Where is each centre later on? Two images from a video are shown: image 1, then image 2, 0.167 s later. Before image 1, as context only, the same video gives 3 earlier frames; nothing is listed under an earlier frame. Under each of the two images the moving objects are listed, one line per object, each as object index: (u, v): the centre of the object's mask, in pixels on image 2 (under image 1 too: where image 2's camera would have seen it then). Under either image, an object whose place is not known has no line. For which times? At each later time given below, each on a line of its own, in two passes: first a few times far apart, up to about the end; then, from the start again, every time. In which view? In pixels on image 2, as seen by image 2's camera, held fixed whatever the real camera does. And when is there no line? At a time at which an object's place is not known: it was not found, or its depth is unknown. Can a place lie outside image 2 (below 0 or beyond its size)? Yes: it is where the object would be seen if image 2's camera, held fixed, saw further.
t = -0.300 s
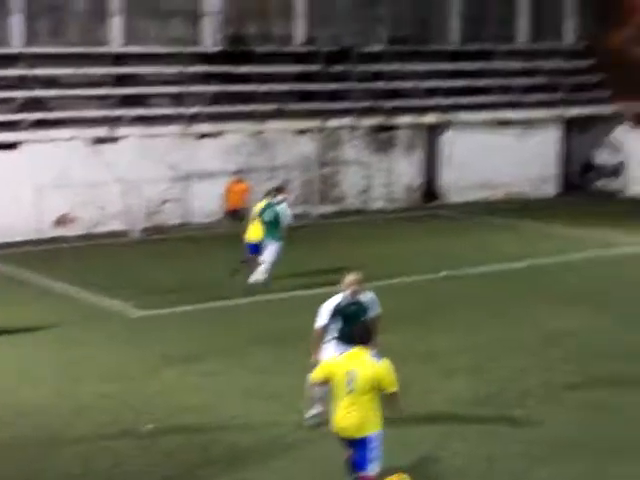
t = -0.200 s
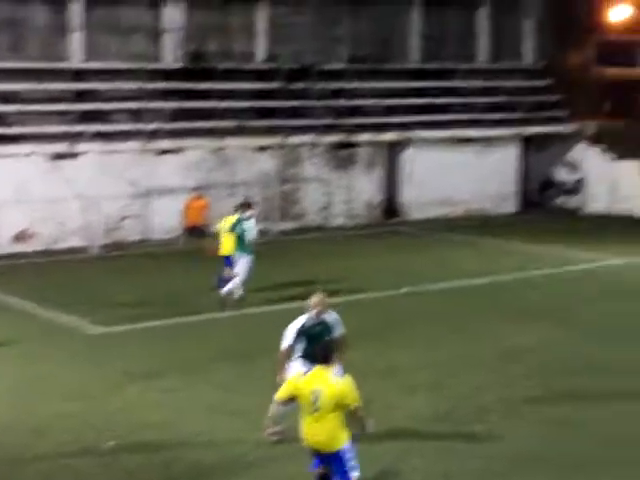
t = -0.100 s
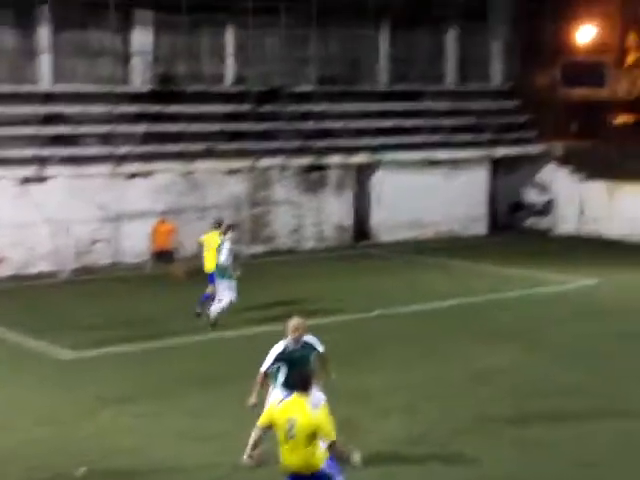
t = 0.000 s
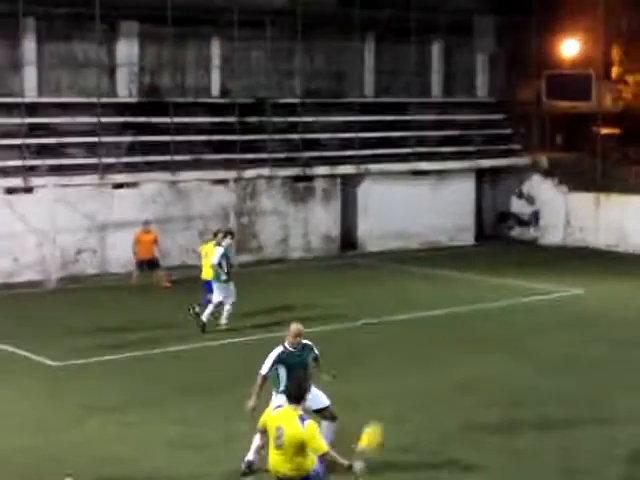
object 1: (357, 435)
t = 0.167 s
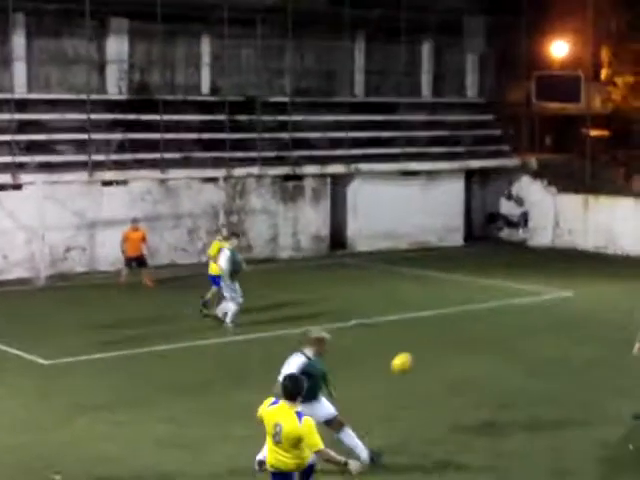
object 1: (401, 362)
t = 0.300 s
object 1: (422, 329)
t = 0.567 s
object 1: (443, 316)
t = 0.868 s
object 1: (448, 293)
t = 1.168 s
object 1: (445, 283)
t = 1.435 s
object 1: (444, 265)
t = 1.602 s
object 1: (444, 264)
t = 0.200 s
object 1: (407, 354)
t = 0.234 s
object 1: (413, 344)
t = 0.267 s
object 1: (418, 335)
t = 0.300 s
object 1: (422, 329)
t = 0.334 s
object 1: (427, 325)
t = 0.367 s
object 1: (430, 321)
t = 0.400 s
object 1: (433, 318)
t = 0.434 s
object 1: (435, 316)
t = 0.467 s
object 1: (438, 315)
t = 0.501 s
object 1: (439, 314)
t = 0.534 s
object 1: (441, 314)
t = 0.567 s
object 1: (443, 316)
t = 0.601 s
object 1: (445, 316)
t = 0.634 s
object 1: (446, 318)
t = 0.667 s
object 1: (448, 321)
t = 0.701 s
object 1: (449, 320)
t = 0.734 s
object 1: (448, 314)
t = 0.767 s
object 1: (448, 308)
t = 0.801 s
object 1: (448, 301)
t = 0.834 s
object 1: (448, 296)
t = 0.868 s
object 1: (448, 293)
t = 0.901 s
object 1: (448, 290)
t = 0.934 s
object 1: (447, 287)
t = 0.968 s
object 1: (447, 285)
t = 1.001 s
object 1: (447, 284)
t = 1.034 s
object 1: (447, 282)
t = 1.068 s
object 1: (446, 282)
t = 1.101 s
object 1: (446, 282)
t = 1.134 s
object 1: (446, 282)
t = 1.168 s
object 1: (445, 283)
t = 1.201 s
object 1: (445, 285)
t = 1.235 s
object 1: (445, 284)
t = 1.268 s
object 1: (445, 281)
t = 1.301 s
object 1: (445, 276)
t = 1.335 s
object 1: (445, 271)
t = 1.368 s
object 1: (445, 269)
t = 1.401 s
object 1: (445, 265)
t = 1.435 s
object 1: (444, 265)
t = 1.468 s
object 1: (444, 264)
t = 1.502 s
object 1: (444, 264)
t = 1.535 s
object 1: (444, 264)
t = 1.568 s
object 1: (444, 264)
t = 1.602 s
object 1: (444, 264)
